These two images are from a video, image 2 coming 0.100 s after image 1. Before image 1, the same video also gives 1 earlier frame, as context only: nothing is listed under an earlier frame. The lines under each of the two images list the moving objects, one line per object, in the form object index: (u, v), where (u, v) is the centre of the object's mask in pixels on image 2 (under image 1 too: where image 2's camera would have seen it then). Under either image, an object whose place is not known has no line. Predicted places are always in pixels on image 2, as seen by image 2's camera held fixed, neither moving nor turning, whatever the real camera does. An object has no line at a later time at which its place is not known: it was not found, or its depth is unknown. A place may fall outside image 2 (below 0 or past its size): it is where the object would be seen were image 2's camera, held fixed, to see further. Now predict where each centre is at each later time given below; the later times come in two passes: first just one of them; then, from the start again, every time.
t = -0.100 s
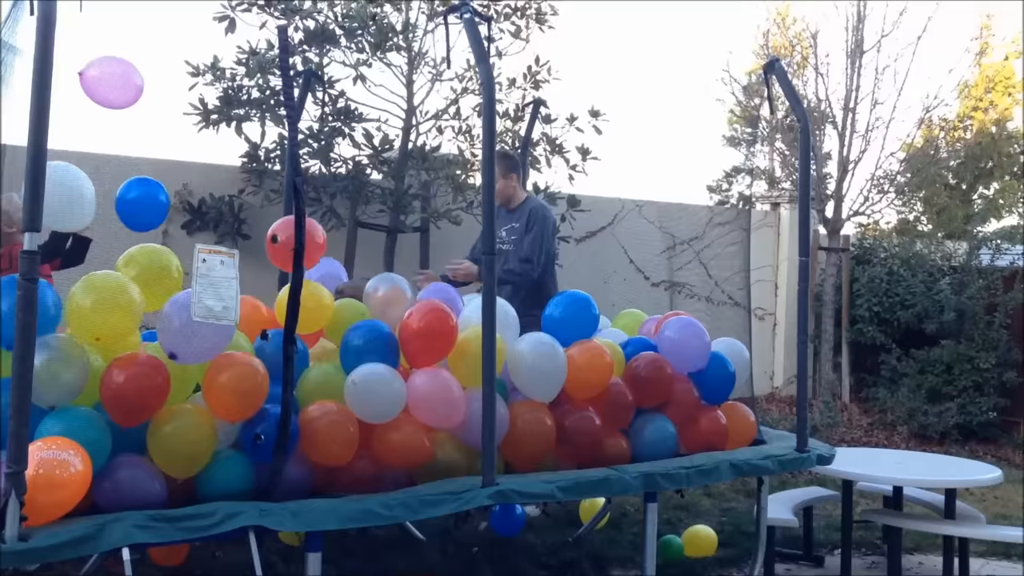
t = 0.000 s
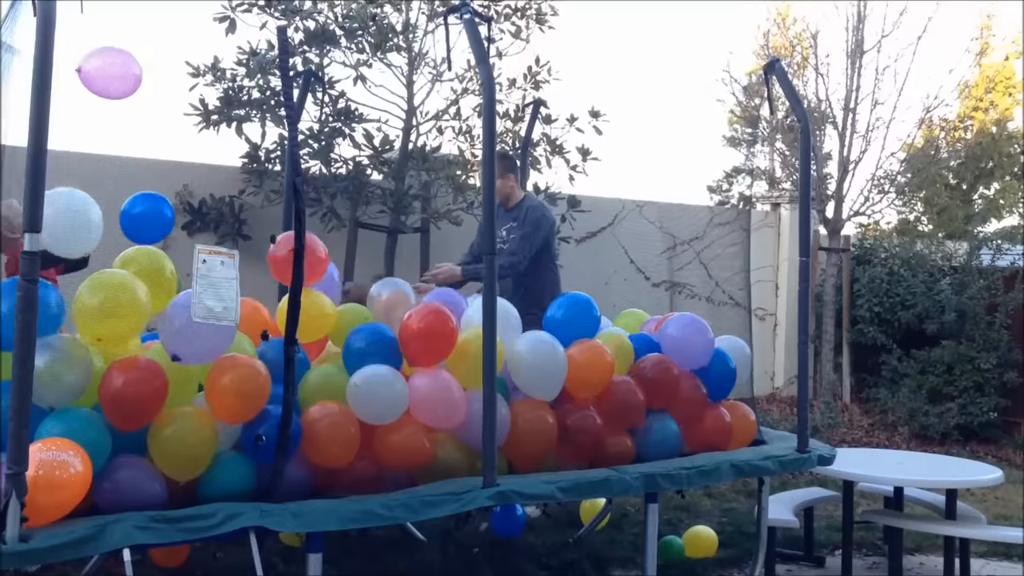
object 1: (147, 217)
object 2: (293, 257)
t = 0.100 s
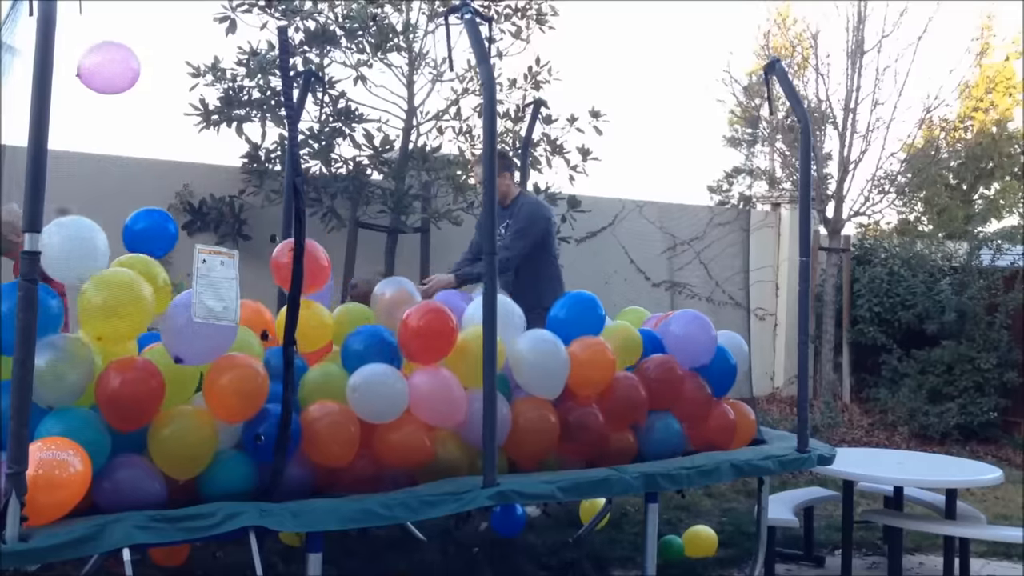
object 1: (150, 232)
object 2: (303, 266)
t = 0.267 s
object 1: (155, 260)
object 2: (309, 278)
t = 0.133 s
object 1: (151, 238)
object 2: (303, 268)
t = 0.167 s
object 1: (152, 243)
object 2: (304, 271)
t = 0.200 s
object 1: (153, 249)
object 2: (305, 274)
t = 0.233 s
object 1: (154, 254)
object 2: (307, 277)
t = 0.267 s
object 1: (155, 260)
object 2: (309, 278)
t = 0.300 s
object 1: (157, 266)
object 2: (311, 280)
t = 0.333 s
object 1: (159, 271)
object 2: (317, 283)
